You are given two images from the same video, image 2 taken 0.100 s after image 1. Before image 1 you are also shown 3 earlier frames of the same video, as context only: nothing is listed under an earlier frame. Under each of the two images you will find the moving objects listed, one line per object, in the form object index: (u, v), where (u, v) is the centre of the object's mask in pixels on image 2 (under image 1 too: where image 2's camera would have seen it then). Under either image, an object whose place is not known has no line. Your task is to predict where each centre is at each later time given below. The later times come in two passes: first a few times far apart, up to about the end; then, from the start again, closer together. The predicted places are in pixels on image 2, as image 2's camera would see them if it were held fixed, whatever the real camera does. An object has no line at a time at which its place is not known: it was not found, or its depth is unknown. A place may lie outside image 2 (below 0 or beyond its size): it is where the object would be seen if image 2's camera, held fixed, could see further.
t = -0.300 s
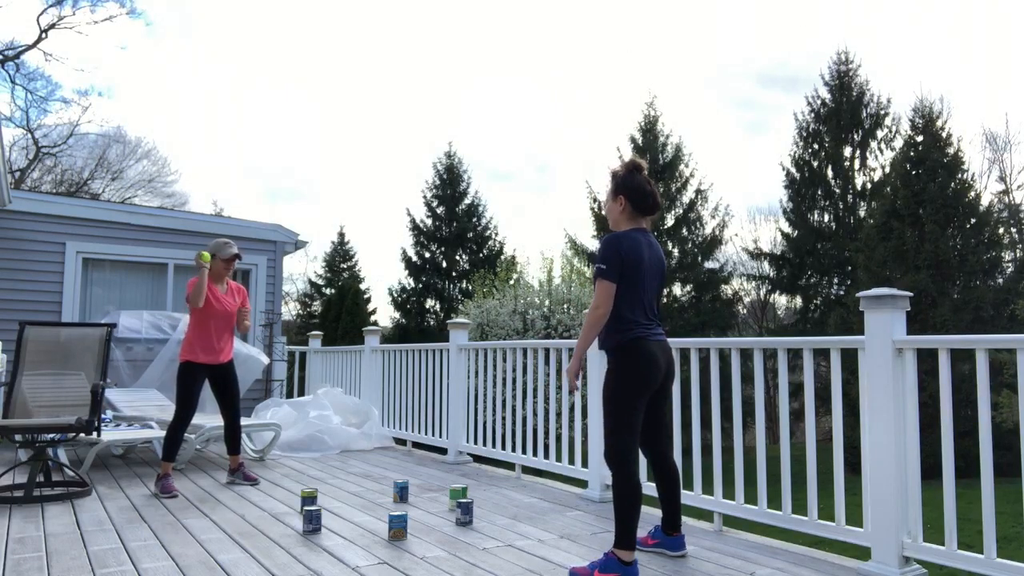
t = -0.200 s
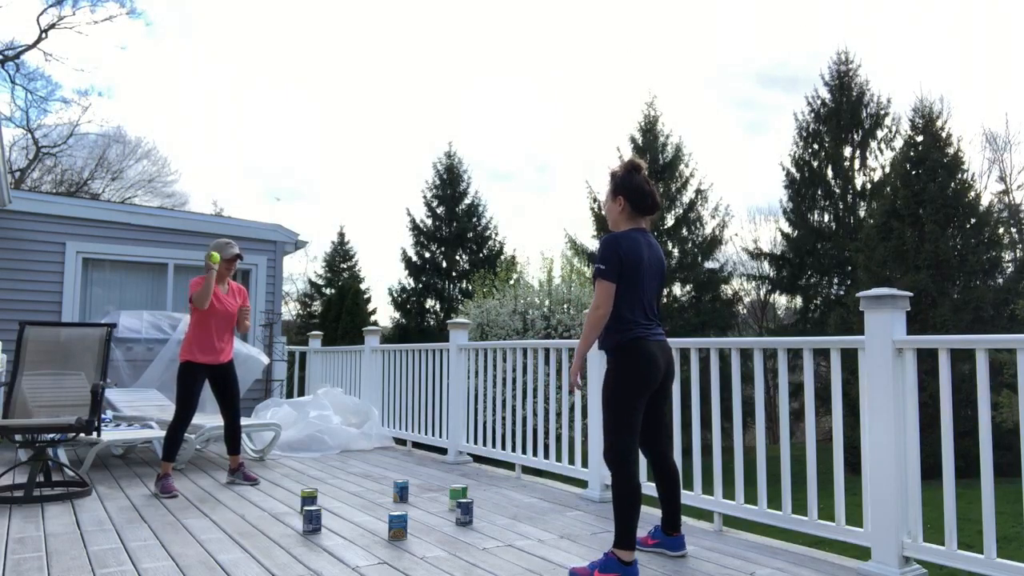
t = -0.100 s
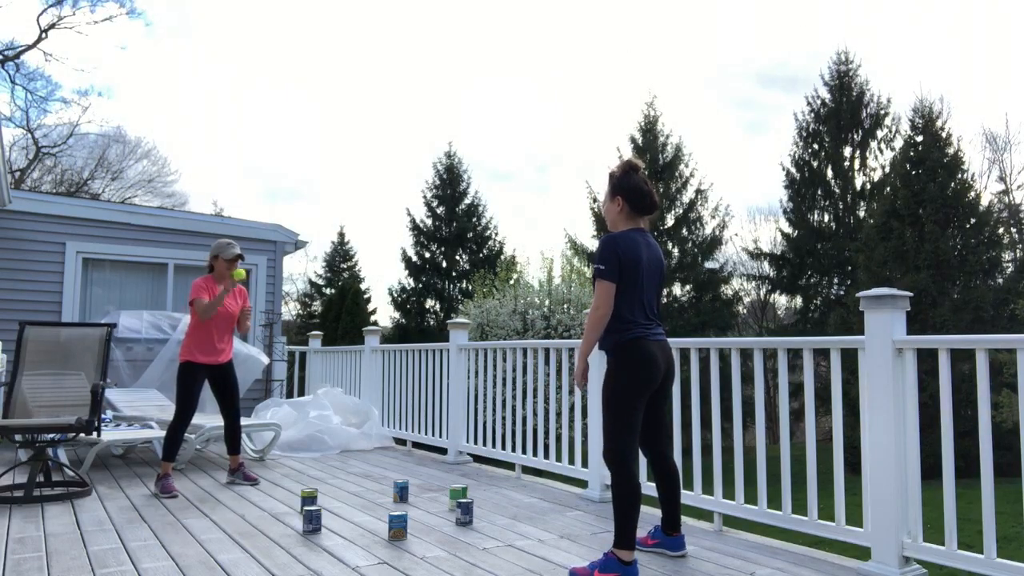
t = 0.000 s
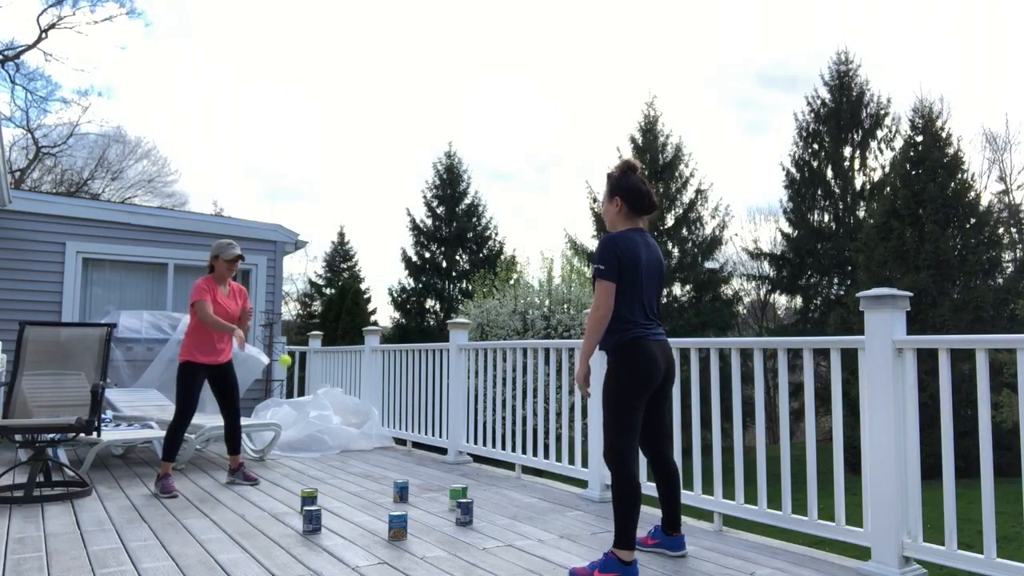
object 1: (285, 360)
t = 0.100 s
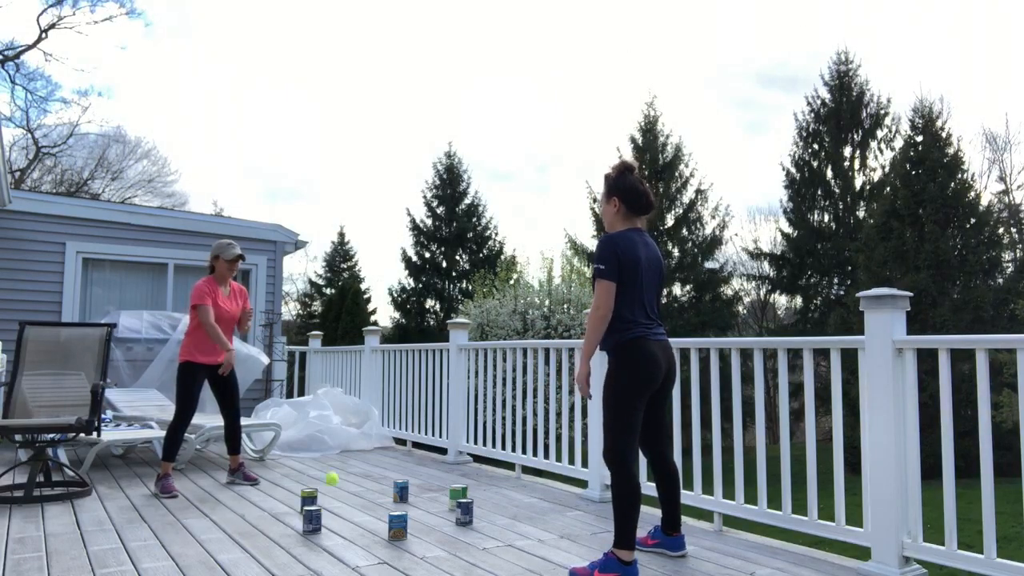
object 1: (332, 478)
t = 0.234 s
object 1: (367, 407)
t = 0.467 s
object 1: (418, 282)
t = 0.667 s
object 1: (462, 262)
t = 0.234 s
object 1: (367, 407)
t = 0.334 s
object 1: (389, 339)
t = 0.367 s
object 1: (396, 323)
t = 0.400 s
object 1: (403, 306)
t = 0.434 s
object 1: (411, 293)
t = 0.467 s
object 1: (418, 282)
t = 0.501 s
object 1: (425, 273)
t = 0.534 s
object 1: (433, 266)
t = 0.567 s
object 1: (440, 262)
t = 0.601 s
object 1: (447, 259)
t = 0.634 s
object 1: (455, 260)
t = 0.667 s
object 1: (462, 262)
